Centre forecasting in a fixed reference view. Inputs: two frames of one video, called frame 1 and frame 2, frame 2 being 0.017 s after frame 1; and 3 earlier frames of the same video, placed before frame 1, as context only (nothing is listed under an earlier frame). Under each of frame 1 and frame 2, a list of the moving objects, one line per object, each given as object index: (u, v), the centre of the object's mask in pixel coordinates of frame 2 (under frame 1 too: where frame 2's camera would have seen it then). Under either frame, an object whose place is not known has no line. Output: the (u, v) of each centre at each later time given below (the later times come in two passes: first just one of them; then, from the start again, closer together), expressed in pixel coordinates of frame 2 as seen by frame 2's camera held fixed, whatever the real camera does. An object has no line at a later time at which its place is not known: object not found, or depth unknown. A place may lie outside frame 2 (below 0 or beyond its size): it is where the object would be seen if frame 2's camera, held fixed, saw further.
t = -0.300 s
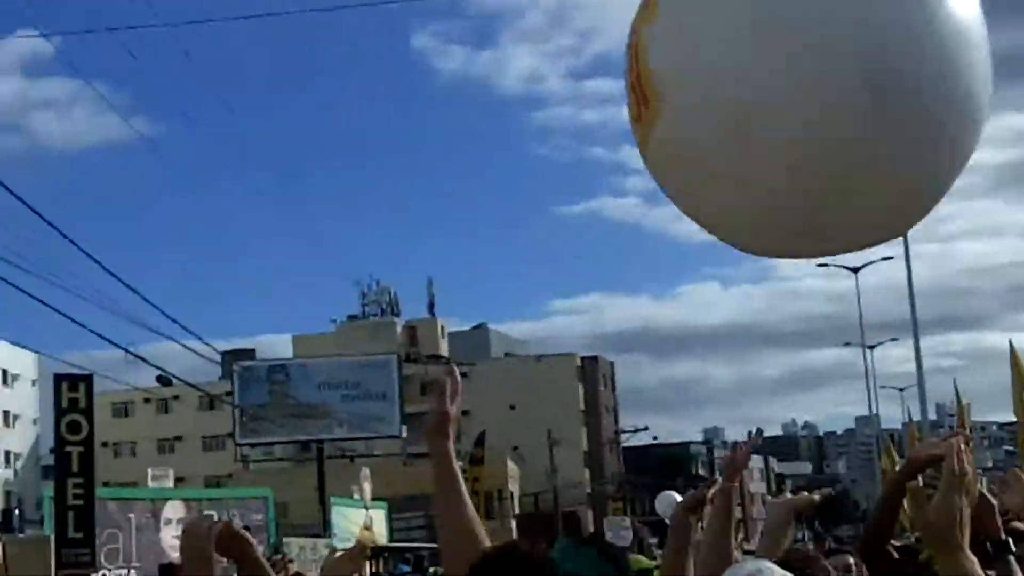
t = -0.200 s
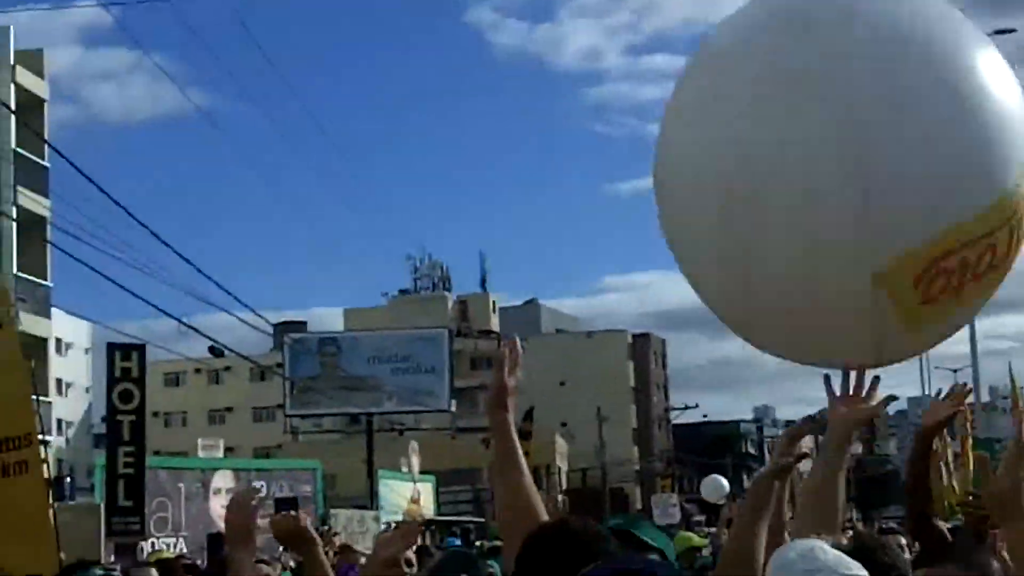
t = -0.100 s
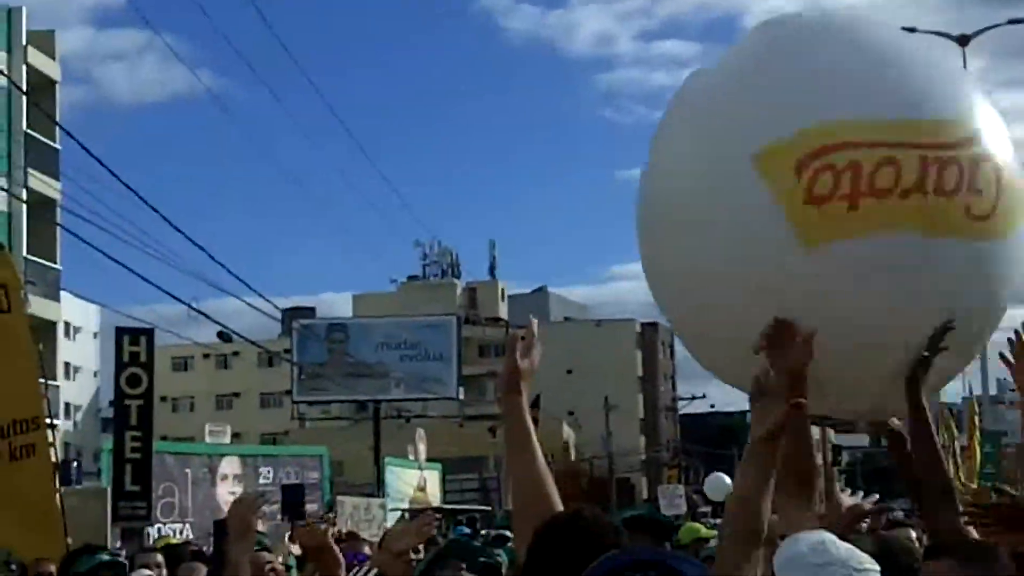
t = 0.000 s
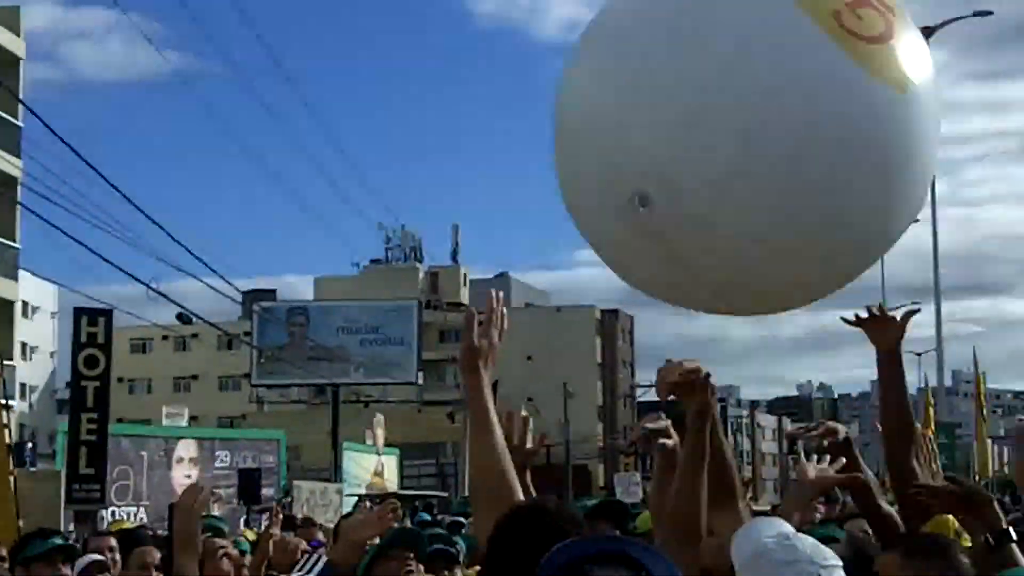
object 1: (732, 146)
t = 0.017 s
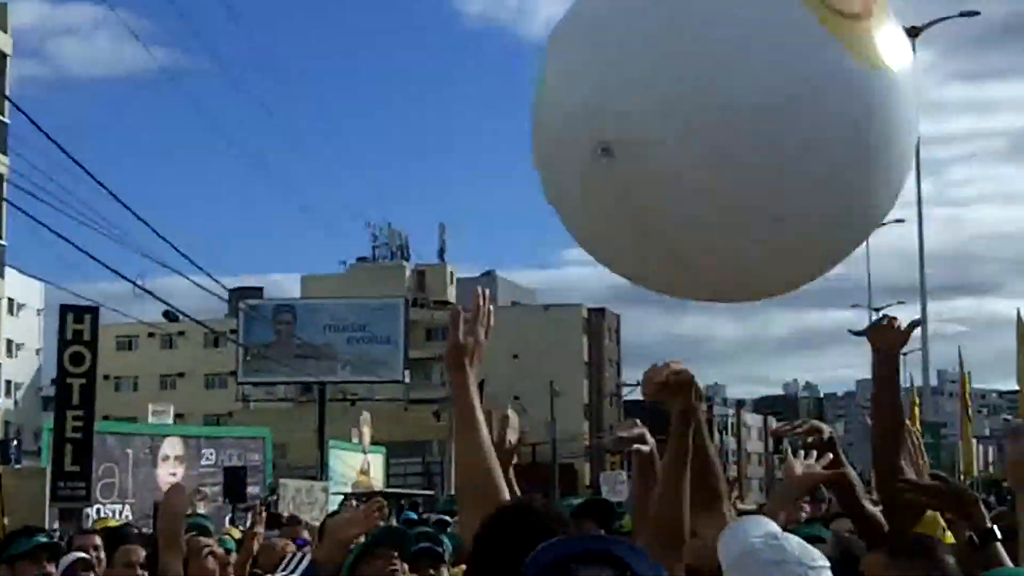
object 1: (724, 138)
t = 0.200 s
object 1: (639, 52)
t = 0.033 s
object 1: (718, 127)
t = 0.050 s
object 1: (713, 116)
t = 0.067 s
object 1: (707, 107)
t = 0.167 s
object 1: (657, 66)
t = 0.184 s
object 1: (648, 58)
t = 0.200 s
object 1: (639, 52)
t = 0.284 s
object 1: (592, 34)
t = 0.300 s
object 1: (581, 38)
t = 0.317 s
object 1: (575, 43)
